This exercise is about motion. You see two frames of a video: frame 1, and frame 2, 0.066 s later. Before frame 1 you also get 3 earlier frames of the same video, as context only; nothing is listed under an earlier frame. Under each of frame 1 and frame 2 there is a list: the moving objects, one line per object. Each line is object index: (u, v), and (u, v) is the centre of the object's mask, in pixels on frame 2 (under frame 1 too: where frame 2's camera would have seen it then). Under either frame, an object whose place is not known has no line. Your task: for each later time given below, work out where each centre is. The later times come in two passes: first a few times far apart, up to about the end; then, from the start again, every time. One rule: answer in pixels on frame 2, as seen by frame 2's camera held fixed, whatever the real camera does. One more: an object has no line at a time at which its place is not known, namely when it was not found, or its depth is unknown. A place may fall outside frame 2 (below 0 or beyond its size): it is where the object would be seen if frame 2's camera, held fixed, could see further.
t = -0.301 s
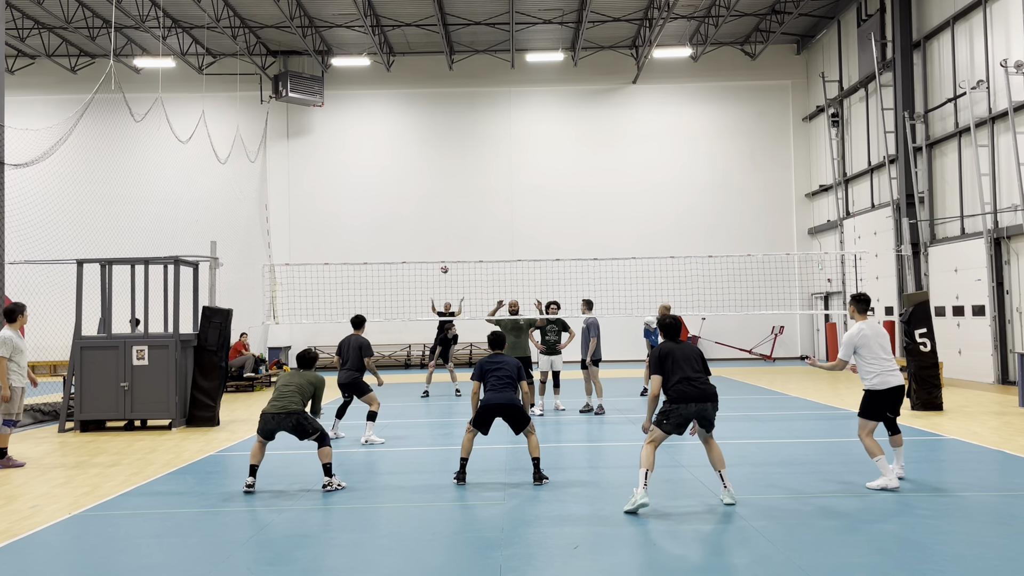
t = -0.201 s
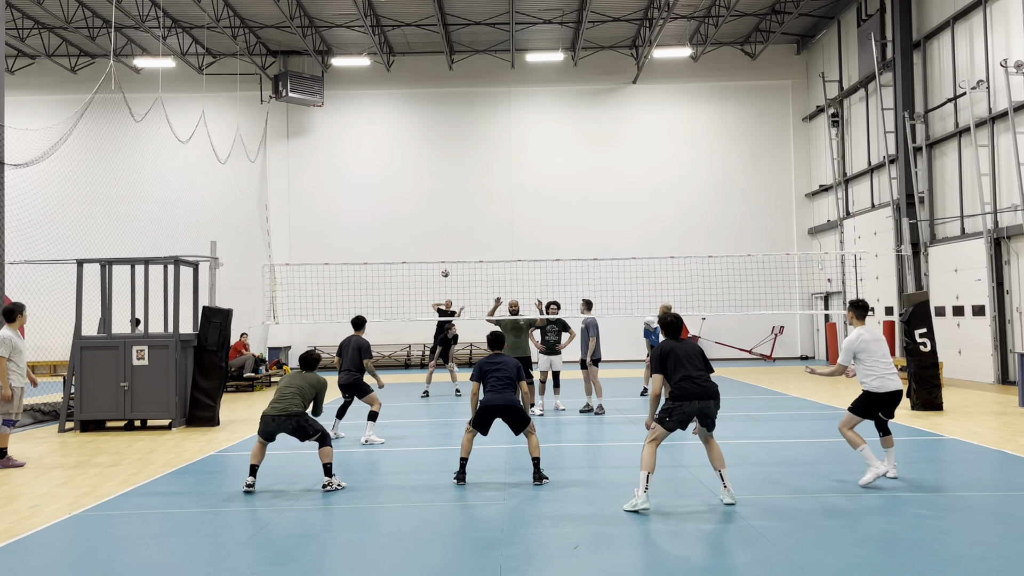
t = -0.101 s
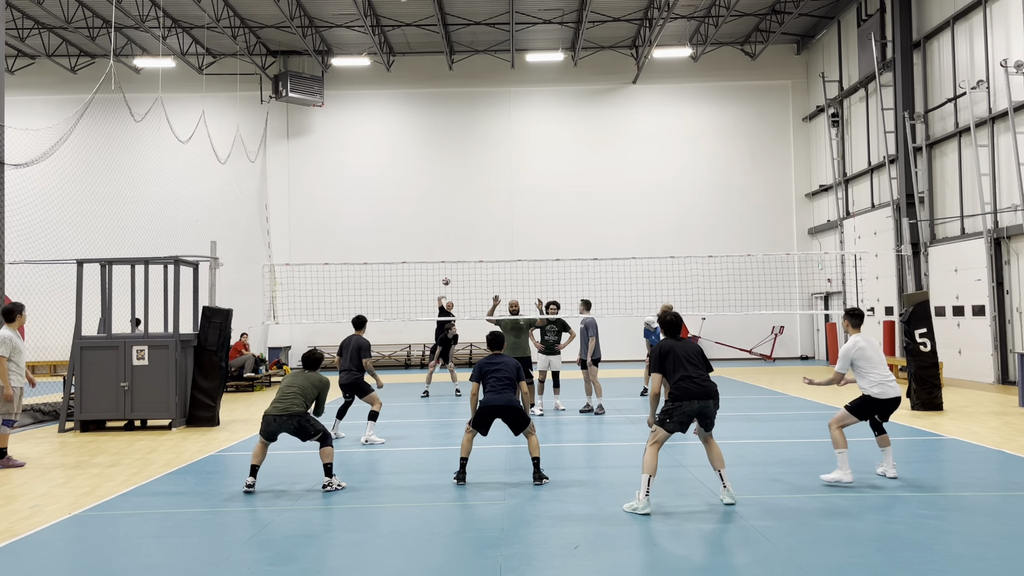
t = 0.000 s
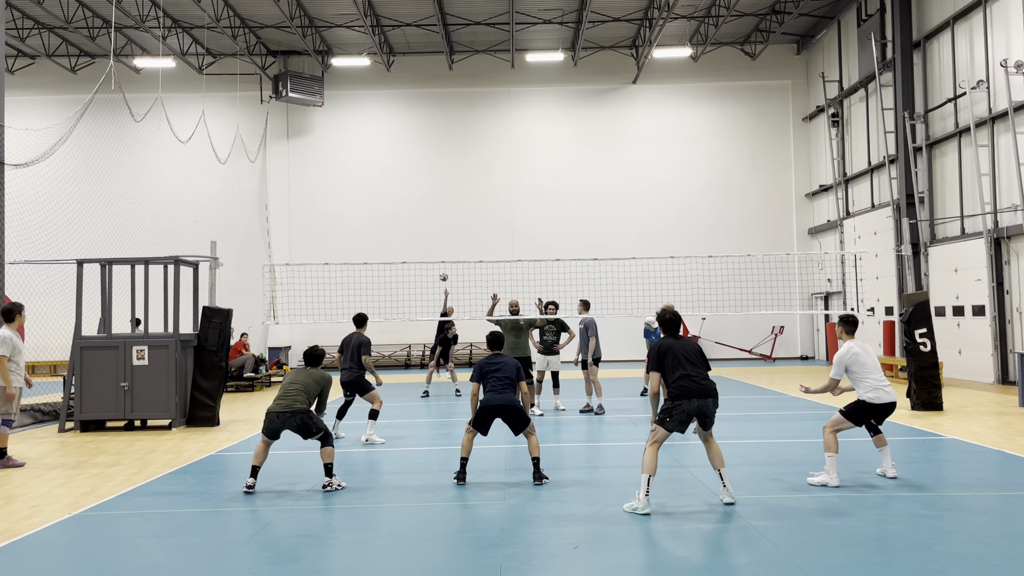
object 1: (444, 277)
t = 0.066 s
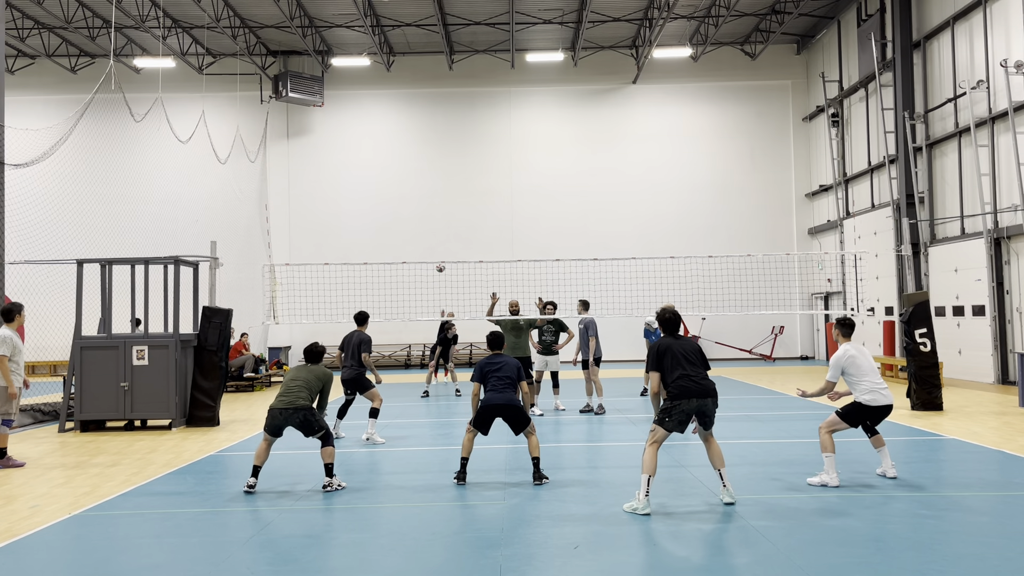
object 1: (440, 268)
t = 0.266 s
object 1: (425, 244)
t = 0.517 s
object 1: (396, 230)
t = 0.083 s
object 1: (439, 266)
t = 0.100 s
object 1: (438, 264)
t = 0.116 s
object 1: (437, 261)
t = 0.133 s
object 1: (436, 258)
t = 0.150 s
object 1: (435, 256)
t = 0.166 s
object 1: (434, 255)
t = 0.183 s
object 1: (432, 253)
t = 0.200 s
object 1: (431, 251)
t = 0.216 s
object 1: (429, 249)
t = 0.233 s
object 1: (428, 247)
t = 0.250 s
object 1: (426, 246)
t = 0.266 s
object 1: (425, 244)
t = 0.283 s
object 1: (423, 242)
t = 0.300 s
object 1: (422, 241)
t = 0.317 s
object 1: (420, 239)
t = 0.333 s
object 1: (418, 238)
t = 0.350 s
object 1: (416, 237)
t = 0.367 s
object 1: (415, 236)
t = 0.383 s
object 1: (413, 235)
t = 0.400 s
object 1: (411, 234)
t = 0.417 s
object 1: (409, 233)
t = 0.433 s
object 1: (407, 232)
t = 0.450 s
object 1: (405, 232)
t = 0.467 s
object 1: (403, 231)
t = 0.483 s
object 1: (400, 231)
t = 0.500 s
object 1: (398, 230)
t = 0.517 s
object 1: (396, 230)
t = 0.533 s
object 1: (393, 230)
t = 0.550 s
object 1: (391, 230)
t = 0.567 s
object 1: (388, 230)
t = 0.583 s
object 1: (385, 230)
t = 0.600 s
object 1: (382, 231)
